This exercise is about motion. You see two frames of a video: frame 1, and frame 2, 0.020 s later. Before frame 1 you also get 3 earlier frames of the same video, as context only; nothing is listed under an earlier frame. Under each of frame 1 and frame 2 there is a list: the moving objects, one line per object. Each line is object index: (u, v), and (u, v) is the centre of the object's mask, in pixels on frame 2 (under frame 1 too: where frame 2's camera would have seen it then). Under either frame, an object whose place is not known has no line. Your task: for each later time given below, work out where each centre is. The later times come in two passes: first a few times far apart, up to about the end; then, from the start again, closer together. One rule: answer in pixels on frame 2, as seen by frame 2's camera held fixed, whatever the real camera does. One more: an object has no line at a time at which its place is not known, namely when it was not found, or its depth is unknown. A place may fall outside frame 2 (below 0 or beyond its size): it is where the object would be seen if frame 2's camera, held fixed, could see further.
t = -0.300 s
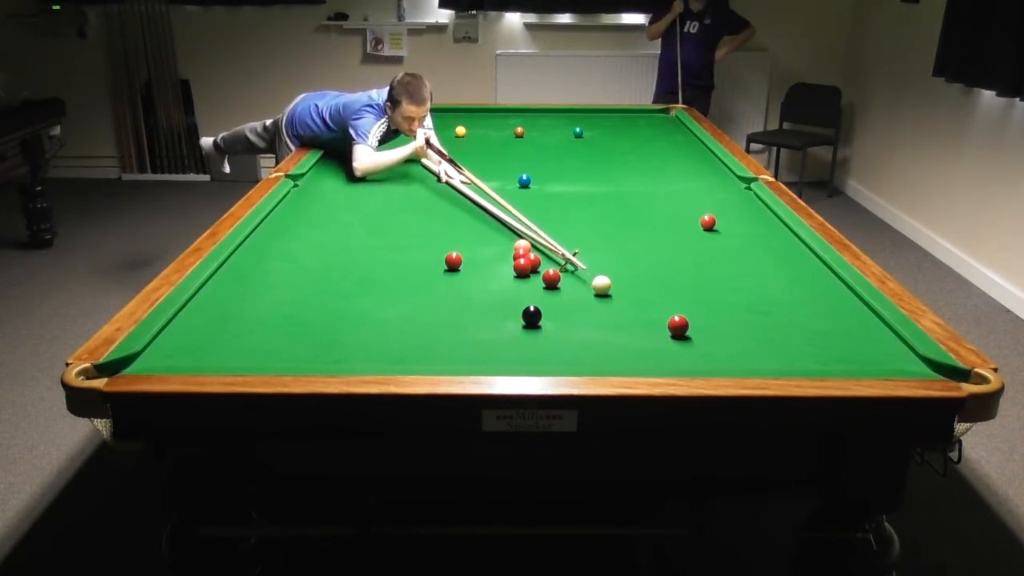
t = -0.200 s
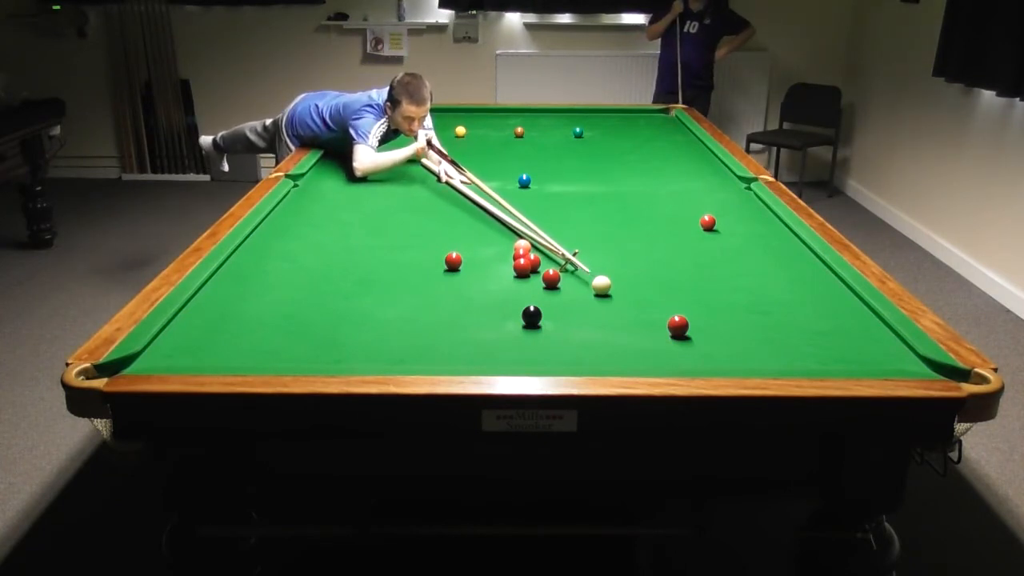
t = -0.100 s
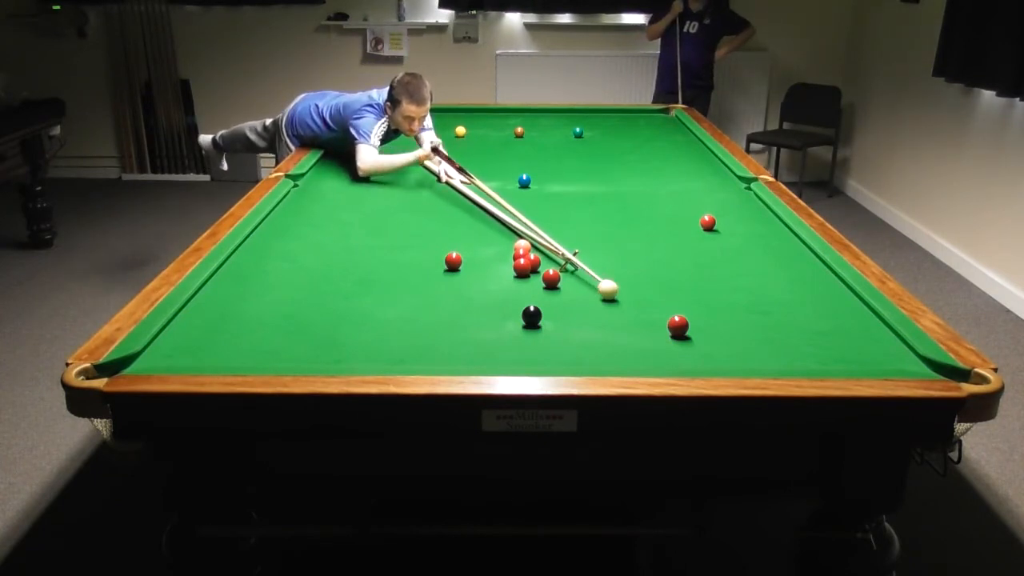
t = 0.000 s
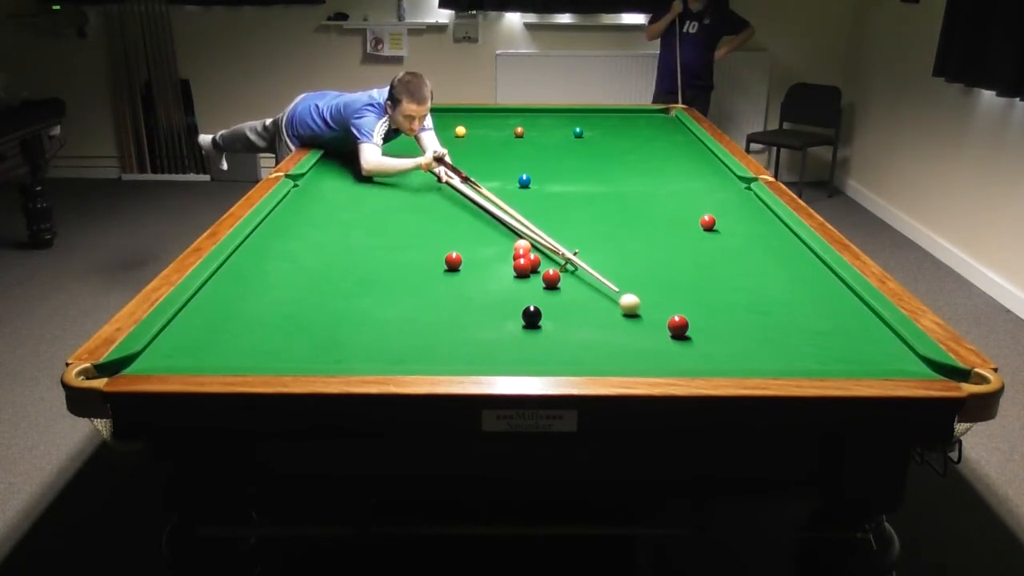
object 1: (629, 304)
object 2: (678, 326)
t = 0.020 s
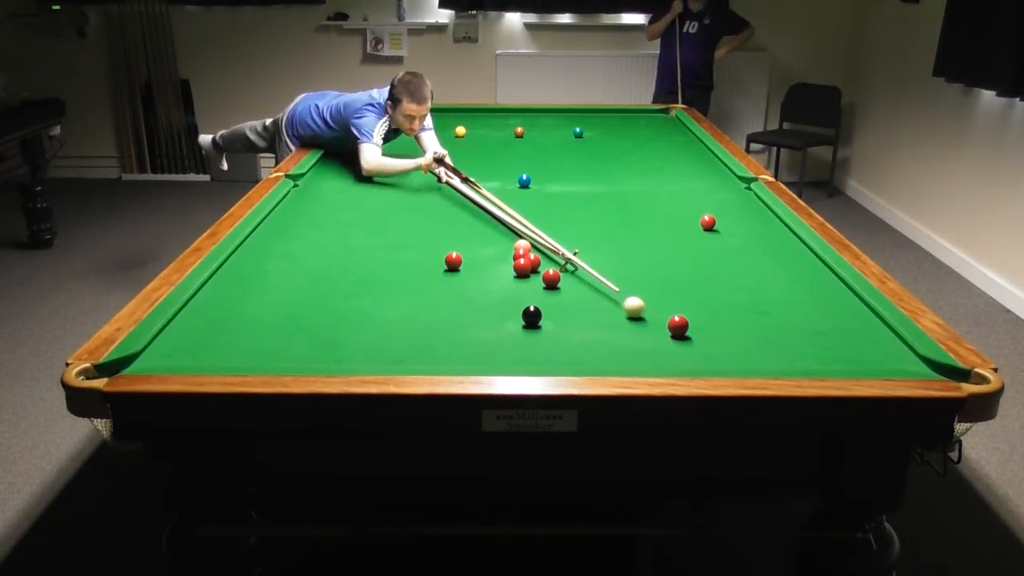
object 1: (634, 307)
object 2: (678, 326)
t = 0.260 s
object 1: (656, 339)
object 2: (710, 331)
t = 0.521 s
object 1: (658, 359)
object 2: (765, 341)
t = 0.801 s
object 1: (655, 338)
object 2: (822, 351)
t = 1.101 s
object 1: (652, 316)
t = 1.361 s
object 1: (649, 301)
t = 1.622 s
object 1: (648, 287)
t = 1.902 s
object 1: (646, 274)
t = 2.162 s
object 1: (644, 264)
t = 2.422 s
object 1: (643, 255)
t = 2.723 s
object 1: (642, 246)
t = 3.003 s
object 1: (641, 238)
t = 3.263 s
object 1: (641, 233)
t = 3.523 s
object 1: (640, 228)
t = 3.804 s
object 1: (639, 223)
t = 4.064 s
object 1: (638, 220)
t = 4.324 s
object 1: (637, 216)
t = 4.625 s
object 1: (637, 214)
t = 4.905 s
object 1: (637, 212)
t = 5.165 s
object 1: (637, 210)
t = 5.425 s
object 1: (638, 209)
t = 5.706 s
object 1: (638, 209)
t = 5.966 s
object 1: (637, 209)
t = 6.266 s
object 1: (638, 209)
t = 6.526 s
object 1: (638, 209)
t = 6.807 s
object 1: (638, 209)
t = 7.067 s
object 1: (638, 209)
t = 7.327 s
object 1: (638, 209)
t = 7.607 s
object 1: (638, 209)
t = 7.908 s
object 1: (638, 209)
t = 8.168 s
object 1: (638, 209)
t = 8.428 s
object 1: (638, 209)
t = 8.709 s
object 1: (638, 209)
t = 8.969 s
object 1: (638, 209)
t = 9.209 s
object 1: (637, 209)
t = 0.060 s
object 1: (643, 313)
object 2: (678, 326)
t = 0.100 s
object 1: (652, 319)
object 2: (678, 326)
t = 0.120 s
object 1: (656, 322)
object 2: (678, 326)
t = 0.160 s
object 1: (655, 327)
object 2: (688, 327)
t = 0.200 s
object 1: (655, 332)
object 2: (698, 329)
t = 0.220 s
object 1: (655, 334)
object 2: (702, 330)
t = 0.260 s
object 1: (656, 339)
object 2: (710, 331)
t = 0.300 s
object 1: (656, 344)
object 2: (719, 333)
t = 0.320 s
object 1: (656, 346)
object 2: (723, 333)
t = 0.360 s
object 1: (657, 352)
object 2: (731, 335)
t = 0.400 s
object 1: (658, 356)
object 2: (740, 336)
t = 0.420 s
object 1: (658, 358)
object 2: (744, 337)
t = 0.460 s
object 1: (659, 361)
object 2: (752, 338)
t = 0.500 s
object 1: (659, 360)
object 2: (760, 340)
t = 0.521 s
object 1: (658, 359)
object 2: (765, 341)
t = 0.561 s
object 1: (658, 357)
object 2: (773, 342)
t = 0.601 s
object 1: (657, 355)
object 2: (781, 344)
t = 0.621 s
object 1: (657, 353)
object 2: (785, 344)
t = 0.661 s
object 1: (656, 349)
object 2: (793, 346)
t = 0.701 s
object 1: (656, 346)
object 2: (802, 347)
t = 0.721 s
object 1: (656, 344)
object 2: (806, 348)
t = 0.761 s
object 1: (655, 341)
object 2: (814, 349)
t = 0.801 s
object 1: (655, 338)
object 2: (822, 351)
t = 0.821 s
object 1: (655, 336)
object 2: (826, 351)
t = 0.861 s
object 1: (654, 333)
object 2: (835, 352)
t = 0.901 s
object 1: (654, 330)
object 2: (843, 354)
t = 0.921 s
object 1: (653, 329)
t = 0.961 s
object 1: (653, 326)
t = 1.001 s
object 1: (653, 323)
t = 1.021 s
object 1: (652, 322)
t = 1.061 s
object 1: (652, 319)
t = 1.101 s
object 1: (652, 316)
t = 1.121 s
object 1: (652, 315)
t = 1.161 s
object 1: (651, 313)
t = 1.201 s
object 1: (651, 310)
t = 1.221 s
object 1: (651, 309)
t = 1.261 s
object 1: (650, 307)
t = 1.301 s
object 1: (650, 304)
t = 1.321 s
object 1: (650, 303)
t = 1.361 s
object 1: (649, 301)
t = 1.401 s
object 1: (649, 299)
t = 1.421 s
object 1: (649, 297)
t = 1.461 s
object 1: (649, 295)
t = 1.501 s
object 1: (648, 293)
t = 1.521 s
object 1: (648, 292)
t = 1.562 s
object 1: (648, 290)
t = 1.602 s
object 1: (648, 288)
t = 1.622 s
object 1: (648, 287)
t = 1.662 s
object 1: (647, 285)
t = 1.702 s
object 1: (647, 283)
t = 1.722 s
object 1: (647, 282)
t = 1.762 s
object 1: (647, 280)
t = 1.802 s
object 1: (646, 279)
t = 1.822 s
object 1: (646, 278)
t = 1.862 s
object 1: (646, 276)
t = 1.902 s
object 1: (646, 274)
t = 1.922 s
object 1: (646, 273)
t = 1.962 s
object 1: (645, 272)
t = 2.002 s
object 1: (645, 270)
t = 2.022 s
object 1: (645, 269)
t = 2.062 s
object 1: (645, 268)
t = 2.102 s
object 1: (645, 266)
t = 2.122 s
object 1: (645, 265)
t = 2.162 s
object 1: (644, 264)
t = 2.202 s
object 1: (644, 263)
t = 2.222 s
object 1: (644, 262)
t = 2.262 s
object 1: (644, 260)
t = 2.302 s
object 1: (644, 259)
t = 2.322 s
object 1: (643, 258)
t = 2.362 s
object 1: (643, 257)
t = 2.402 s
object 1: (643, 256)
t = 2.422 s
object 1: (643, 255)
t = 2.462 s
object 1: (643, 254)
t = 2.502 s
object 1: (643, 252)
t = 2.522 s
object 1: (643, 252)
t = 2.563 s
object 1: (643, 250)
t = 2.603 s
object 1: (643, 249)
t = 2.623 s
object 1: (642, 249)
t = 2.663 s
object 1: (642, 248)
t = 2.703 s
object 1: (642, 246)
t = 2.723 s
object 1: (642, 246)
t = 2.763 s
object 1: (642, 245)
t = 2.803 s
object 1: (642, 244)
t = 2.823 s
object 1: (642, 243)
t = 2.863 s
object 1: (642, 242)
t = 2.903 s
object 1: (642, 241)
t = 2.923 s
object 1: (641, 240)
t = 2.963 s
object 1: (641, 240)
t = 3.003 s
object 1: (641, 238)
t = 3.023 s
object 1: (641, 238)
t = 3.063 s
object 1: (641, 237)
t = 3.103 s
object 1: (641, 236)
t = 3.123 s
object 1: (641, 236)
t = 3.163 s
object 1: (641, 235)
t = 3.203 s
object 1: (641, 234)
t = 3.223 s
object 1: (641, 234)
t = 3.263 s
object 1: (641, 233)
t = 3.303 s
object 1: (640, 232)
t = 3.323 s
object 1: (640, 232)
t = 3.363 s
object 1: (640, 231)
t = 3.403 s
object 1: (640, 230)
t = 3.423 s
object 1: (640, 230)
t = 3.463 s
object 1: (640, 229)
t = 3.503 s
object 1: (640, 228)
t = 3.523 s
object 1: (640, 228)
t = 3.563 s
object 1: (640, 227)
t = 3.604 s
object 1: (639, 226)
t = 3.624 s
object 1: (639, 226)
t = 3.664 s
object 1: (639, 225)
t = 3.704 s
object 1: (639, 225)
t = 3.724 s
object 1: (639, 224)
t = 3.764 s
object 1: (639, 224)
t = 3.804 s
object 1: (639, 223)
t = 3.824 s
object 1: (638, 223)
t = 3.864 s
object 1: (638, 222)
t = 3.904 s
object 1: (638, 222)
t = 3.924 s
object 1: (638, 221)
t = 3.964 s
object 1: (638, 221)
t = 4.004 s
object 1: (638, 220)
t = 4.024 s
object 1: (638, 220)
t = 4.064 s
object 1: (638, 220)
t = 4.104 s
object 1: (638, 219)
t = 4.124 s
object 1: (638, 219)
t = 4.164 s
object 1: (638, 218)
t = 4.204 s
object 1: (637, 218)
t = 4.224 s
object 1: (637, 218)
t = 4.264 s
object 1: (637, 217)
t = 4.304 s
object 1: (637, 217)
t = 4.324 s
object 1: (637, 216)
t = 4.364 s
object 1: (637, 216)
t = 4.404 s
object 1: (637, 216)
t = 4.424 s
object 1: (637, 215)
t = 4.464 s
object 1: (637, 215)
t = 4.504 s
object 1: (637, 215)
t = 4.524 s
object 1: (637, 215)
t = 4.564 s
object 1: (637, 214)
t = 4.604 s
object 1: (637, 214)
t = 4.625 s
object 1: (637, 214)
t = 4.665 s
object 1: (637, 213)
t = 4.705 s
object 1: (637, 213)
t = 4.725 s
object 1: (637, 213)
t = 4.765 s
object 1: (637, 212)
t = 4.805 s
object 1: (637, 212)
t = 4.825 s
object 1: (637, 212)
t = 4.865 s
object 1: (637, 212)
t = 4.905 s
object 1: (637, 212)
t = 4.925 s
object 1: (637, 212)
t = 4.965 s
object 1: (637, 211)
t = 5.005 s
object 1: (637, 211)
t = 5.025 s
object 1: (637, 211)
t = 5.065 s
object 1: (637, 211)
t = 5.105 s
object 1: (637, 211)
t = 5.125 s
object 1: (637, 210)
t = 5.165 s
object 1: (637, 210)
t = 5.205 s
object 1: (638, 210)
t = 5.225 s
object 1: (638, 210)
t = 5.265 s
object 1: (638, 210)
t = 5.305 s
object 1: (638, 210)
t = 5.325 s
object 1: (638, 210)
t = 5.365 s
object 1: (638, 210)
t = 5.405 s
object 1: (638, 209)
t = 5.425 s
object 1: (638, 209)
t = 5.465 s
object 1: (638, 209)
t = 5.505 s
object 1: (638, 209)
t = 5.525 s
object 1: (638, 209)
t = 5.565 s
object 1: (638, 209)
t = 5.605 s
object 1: (638, 209)
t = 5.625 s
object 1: (638, 209)
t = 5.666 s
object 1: (638, 209)
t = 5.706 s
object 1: (638, 209)
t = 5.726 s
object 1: (638, 209)
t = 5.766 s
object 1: (638, 209)
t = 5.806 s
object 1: (638, 209)
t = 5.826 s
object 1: (638, 209)
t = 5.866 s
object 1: (638, 209)
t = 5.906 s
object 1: (638, 209)
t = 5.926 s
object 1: (637, 209)
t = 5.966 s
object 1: (637, 209)
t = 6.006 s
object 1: (637, 209)
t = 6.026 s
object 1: (637, 209)
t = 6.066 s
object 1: (637, 209)
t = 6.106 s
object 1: (637, 209)
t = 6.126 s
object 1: (637, 209)
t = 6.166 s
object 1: (637, 209)
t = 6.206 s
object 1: (638, 209)
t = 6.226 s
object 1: (638, 209)
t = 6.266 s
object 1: (638, 209)
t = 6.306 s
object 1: (638, 209)
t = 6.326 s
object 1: (638, 209)
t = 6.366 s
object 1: (638, 209)
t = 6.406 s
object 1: (638, 209)
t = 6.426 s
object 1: (638, 209)
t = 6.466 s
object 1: (638, 209)
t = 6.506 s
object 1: (638, 209)
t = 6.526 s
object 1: (638, 209)
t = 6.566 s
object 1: (638, 209)
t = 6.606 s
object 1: (638, 209)
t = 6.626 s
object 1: (638, 209)
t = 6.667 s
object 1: (638, 209)
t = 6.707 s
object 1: (638, 209)
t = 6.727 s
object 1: (638, 209)
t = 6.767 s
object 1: (638, 209)
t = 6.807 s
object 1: (638, 209)
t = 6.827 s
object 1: (638, 209)
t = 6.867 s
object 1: (638, 209)
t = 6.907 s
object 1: (638, 209)
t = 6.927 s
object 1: (638, 209)
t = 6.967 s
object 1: (638, 209)
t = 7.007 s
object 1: (638, 209)
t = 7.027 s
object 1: (638, 209)
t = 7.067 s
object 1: (638, 209)
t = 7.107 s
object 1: (638, 209)
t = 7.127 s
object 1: (638, 209)
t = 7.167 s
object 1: (638, 209)
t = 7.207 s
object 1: (638, 209)
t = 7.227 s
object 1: (638, 209)
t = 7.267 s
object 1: (638, 209)
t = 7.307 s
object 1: (638, 209)
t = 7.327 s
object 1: (638, 209)
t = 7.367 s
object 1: (638, 209)
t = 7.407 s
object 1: (638, 209)
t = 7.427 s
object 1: (638, 209)
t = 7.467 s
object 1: (638, 209)
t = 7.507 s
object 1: (638, 209)
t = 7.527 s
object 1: (638, 209)
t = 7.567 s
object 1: (638, 209)
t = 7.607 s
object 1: (638, 209)
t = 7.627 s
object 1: (638, 209)
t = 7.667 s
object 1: (638, 209)
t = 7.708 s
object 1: (638, 209)
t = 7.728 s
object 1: (638, 209)
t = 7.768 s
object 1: (638, 209)
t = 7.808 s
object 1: (638, 209)
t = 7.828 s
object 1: (638, 209)
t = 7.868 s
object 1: (638, 209)
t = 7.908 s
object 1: (638, 209)
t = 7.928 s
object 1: (638, 209)
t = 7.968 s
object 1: (638, 209)
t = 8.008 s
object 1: (638, 209)
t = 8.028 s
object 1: (638, 209)
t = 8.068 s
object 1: (638, 209)
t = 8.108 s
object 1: (638, 209)
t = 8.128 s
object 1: (638, 209)
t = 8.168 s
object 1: (638, 209)
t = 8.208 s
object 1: (638, 209)
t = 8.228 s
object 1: (638, 209)
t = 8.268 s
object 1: (638, 209)
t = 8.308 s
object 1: (638, 209)
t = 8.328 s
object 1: (638, 209)
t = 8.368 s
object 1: (638, 209)
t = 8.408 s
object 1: (638, 209)
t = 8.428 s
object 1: (638, 209)
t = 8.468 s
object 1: (638, 209)
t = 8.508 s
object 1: (638, 209)
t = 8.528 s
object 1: (638, 209)
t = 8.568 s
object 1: (638, 209)
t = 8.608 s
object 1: (638, 209)
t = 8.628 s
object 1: (638, 209)
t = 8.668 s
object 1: (638, 209)
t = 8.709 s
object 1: (638, 209)
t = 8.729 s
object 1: (638, 209)
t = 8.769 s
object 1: (638, 209)
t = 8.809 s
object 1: (638, 209)
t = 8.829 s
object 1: (638, 209)
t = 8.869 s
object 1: (638, 209)
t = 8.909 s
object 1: (638, 209)
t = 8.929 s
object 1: (638, 209)
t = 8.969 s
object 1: (638, 209)
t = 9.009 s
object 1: (638, 209)
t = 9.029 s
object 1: (638, 209)
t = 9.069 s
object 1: (637, 209)
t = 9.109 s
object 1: (637, 209)
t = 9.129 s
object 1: (637, 209)
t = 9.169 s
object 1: (637, 209)
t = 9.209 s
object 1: (637, 209)
